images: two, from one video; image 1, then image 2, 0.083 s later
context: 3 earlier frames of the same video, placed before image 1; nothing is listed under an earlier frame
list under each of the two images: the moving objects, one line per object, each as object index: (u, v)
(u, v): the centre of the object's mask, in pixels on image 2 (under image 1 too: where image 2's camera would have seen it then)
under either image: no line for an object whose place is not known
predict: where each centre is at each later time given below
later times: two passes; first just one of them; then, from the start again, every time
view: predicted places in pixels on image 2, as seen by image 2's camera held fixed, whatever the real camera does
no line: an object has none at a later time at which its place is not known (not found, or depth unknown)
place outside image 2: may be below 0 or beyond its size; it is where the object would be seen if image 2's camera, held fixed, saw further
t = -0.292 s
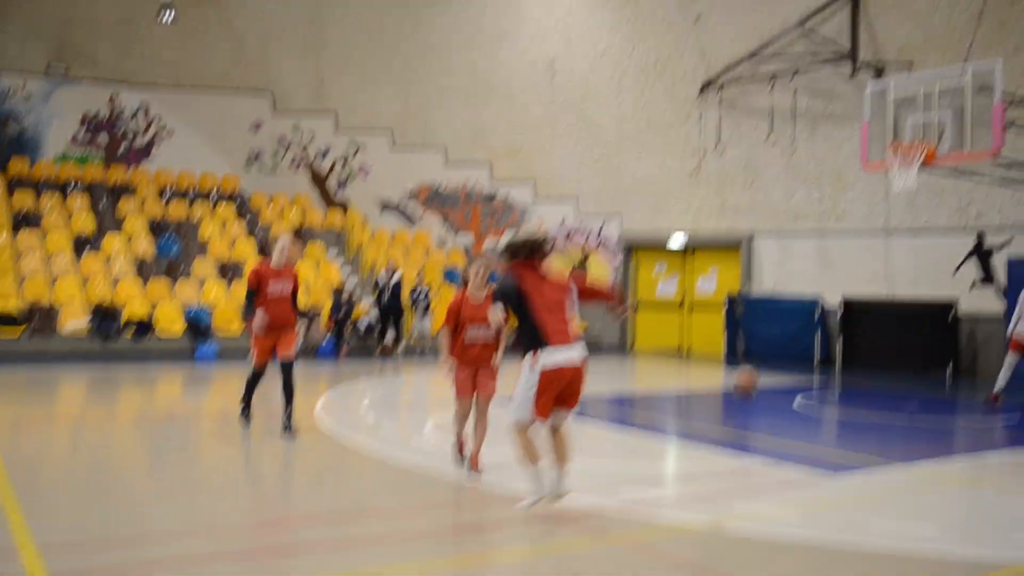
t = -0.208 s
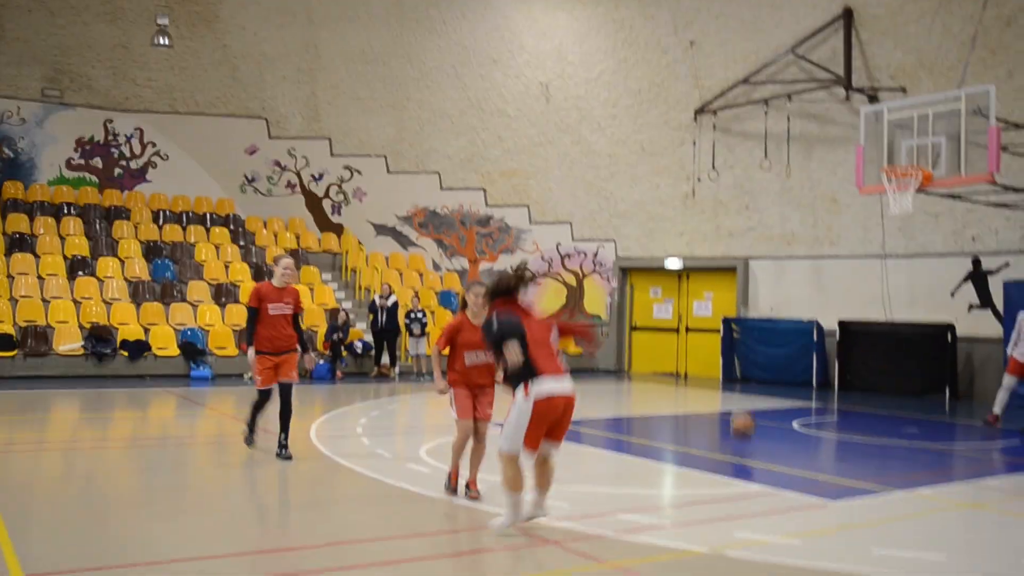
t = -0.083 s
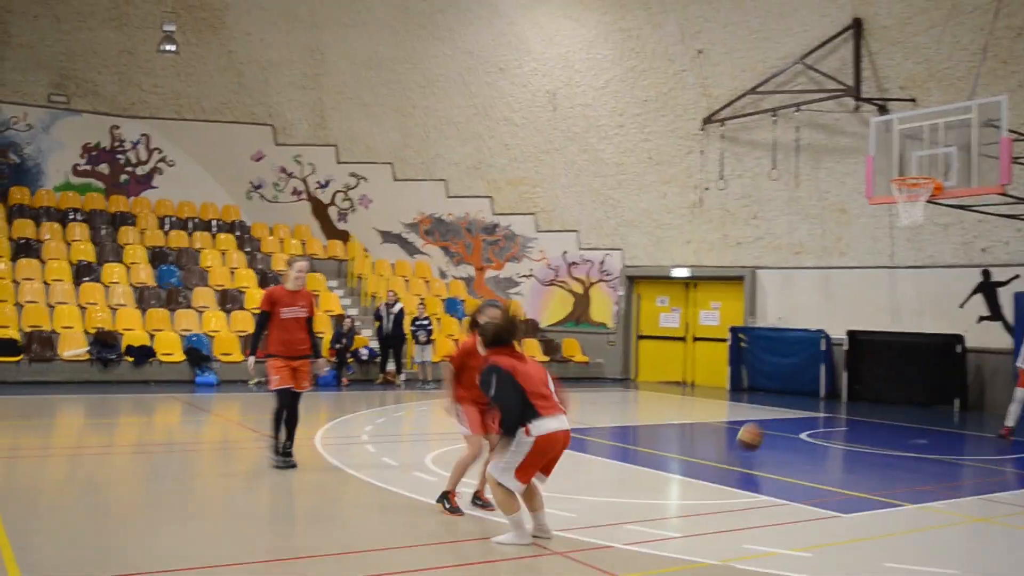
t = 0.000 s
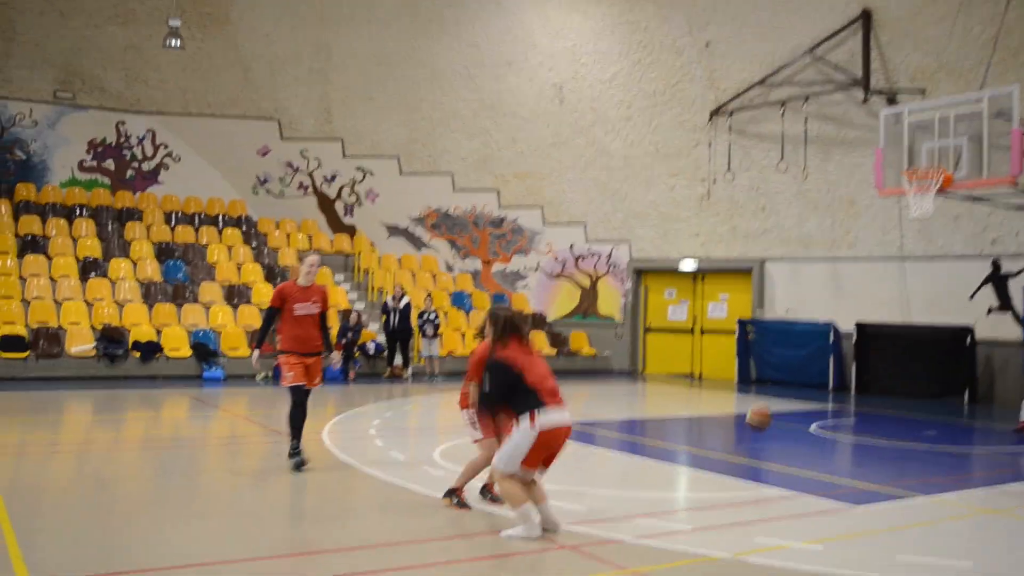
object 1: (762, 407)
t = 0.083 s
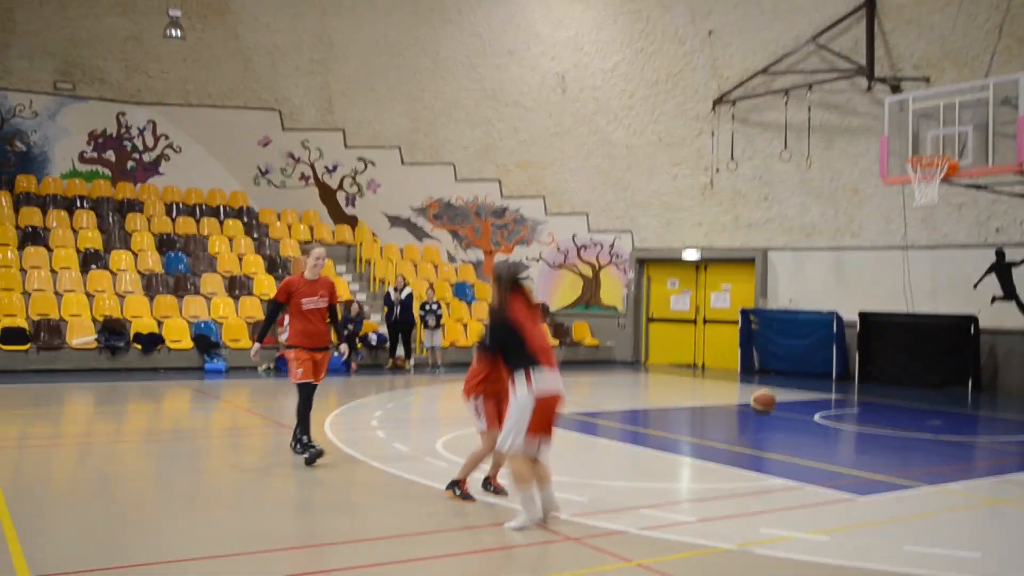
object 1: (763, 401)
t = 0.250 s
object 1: (764, 412)
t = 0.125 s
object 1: (763, 401)
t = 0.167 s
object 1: (763, 403)
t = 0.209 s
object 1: (764, 406)
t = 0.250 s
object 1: (764, 412)
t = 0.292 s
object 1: (763, 418)
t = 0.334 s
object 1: (763, 426)
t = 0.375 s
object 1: (762, 436)
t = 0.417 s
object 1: (762, 430)
